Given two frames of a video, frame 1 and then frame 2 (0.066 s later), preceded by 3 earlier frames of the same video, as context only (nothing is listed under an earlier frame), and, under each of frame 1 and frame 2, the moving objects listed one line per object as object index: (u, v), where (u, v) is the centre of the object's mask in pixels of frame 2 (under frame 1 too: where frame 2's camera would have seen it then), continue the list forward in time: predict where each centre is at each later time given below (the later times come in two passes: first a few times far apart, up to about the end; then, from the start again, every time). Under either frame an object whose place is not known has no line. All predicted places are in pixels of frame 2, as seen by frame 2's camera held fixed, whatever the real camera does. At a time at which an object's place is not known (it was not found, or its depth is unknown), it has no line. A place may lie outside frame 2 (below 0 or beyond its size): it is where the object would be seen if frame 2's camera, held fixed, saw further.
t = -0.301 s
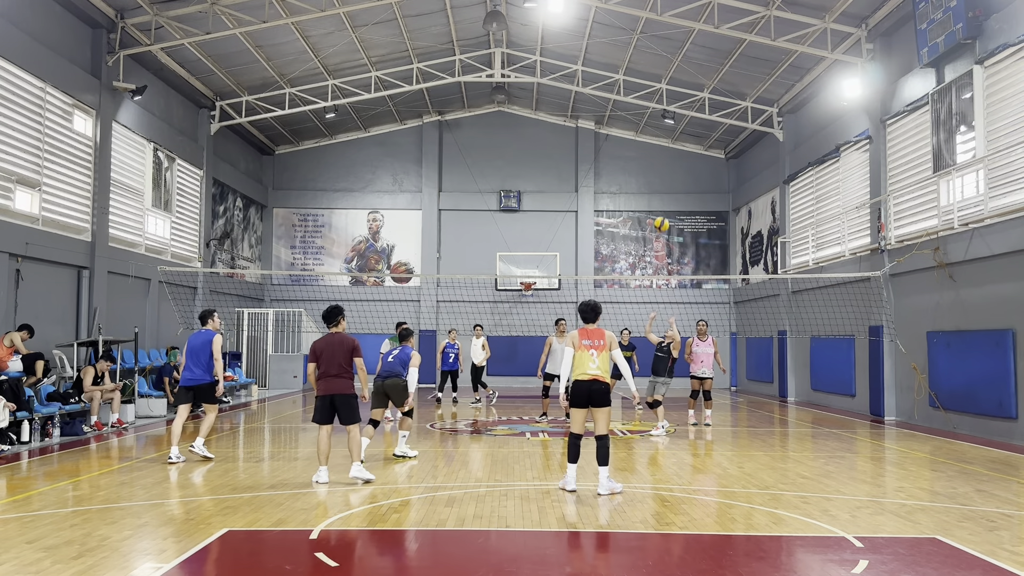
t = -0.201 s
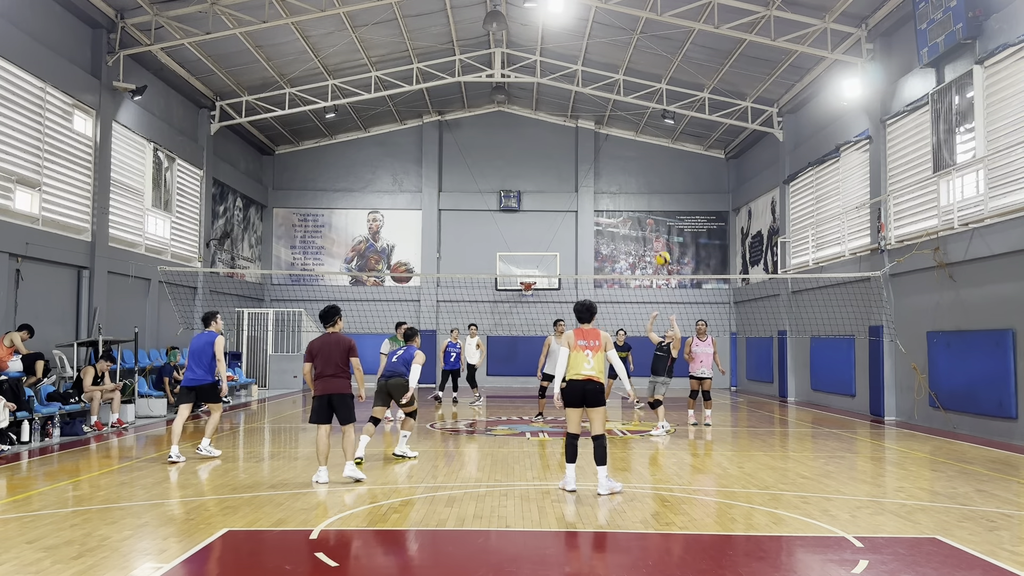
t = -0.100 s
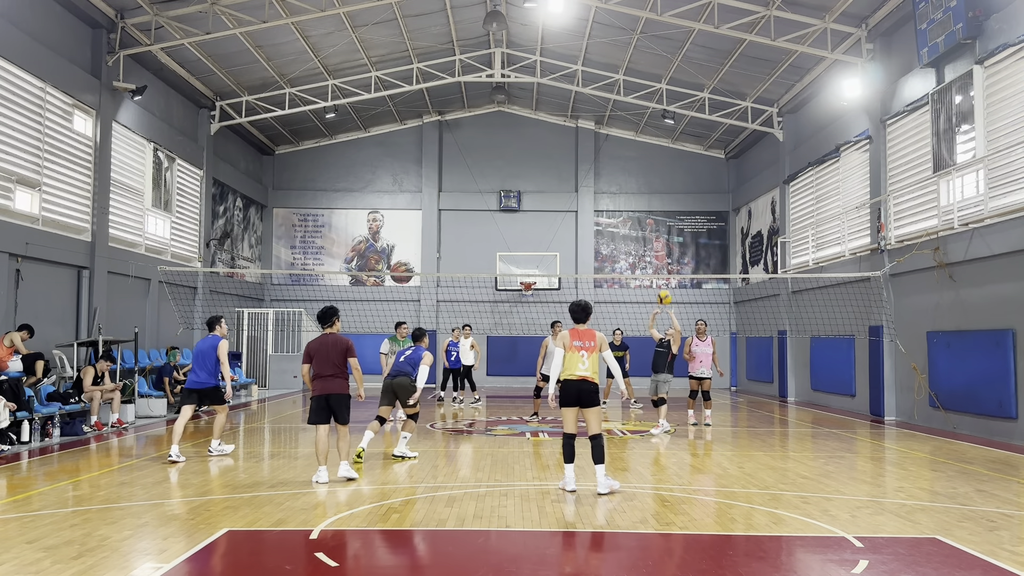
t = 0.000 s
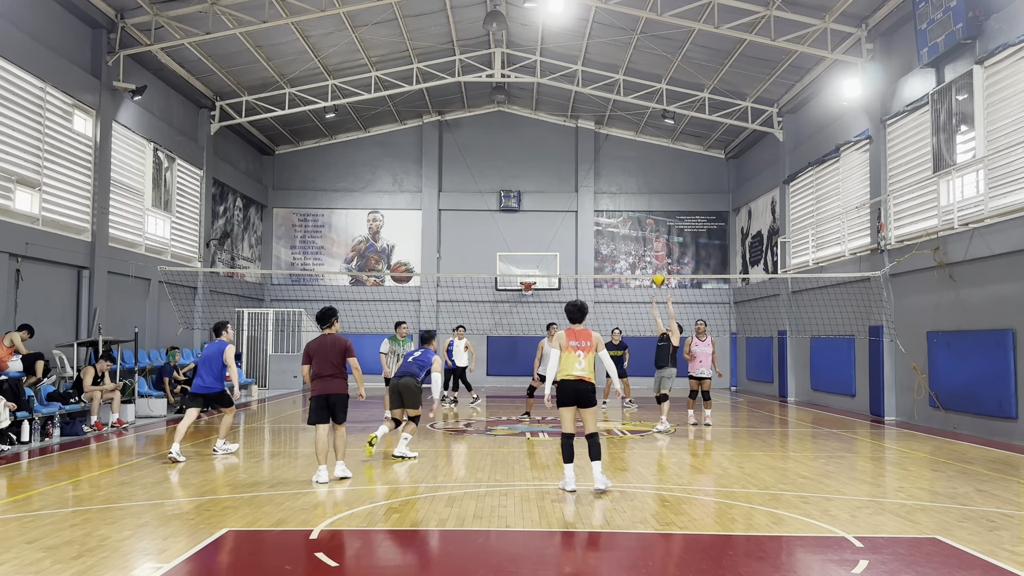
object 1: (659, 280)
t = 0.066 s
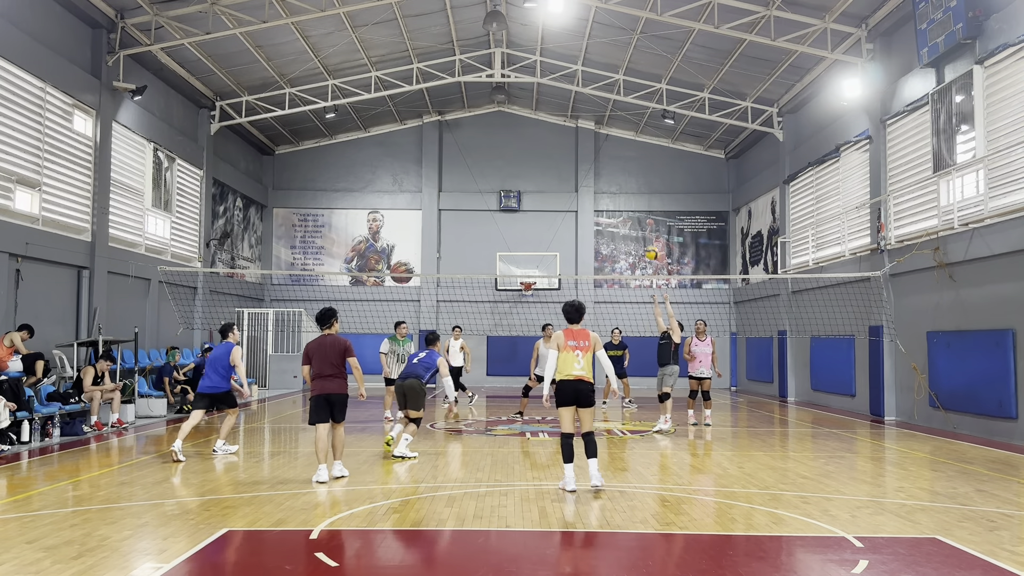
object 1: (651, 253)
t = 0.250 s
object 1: (635, 199)
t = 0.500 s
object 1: (612, 161)
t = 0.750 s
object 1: (590, 163)
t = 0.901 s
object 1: (577, 184)
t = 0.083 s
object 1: (650, 247)
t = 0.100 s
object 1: (649, 242)
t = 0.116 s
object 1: (647, 237)
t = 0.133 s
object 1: (646, 231)
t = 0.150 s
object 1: (644, 226)
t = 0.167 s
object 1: (643, 222)
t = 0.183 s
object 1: (641, 217)
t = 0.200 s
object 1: (639, 212)
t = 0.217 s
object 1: (638, 207)
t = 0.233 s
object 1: (636, 203)
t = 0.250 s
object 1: (635, 199)
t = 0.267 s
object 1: (633, 195)
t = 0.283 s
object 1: (632, 191)
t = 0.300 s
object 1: (630, 188)
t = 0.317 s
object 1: (629, 185)
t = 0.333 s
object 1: (627, 182)
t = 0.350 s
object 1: (626, 179)
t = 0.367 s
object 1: (624, 176)
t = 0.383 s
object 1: (622, 174)
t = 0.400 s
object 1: (621, 171)
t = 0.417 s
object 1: (619, 169)
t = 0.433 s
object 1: (618, 167)
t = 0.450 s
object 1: (616, 165)
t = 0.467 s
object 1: (615, 163)
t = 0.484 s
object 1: (613, 162)
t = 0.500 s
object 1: (612, 161)
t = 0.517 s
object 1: (611, 160)
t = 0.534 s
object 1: (609, 159)
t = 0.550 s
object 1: (607, 158)
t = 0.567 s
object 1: (606, 158)
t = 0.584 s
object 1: (604, 157)
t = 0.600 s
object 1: (603, 157)
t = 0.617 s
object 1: (601, 157)
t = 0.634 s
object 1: (600, 157)
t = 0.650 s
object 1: (599, 158)
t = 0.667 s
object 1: (597, 158)
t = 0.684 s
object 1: (596, 159)
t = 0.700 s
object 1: (594, 160)
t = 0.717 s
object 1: (593, 161)
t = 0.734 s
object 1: (591, 162)
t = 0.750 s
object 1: (590, 163)
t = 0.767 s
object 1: (588, 165)
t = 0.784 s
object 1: (587, 167)
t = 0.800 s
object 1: (585, 168)
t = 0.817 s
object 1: (584, 170)
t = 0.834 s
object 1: (583, 173)
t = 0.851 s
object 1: (581, 175)
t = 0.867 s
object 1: (580, 178)
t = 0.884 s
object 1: (578, 181)
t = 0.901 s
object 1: (577, 184)
